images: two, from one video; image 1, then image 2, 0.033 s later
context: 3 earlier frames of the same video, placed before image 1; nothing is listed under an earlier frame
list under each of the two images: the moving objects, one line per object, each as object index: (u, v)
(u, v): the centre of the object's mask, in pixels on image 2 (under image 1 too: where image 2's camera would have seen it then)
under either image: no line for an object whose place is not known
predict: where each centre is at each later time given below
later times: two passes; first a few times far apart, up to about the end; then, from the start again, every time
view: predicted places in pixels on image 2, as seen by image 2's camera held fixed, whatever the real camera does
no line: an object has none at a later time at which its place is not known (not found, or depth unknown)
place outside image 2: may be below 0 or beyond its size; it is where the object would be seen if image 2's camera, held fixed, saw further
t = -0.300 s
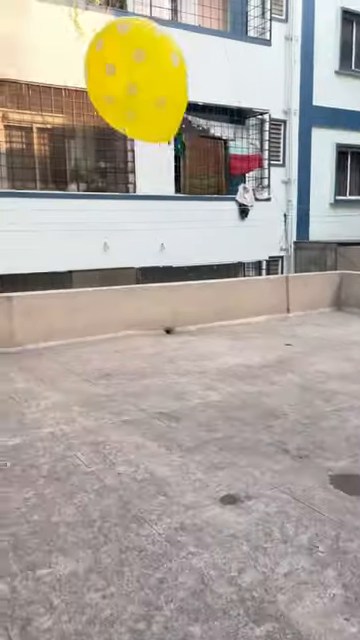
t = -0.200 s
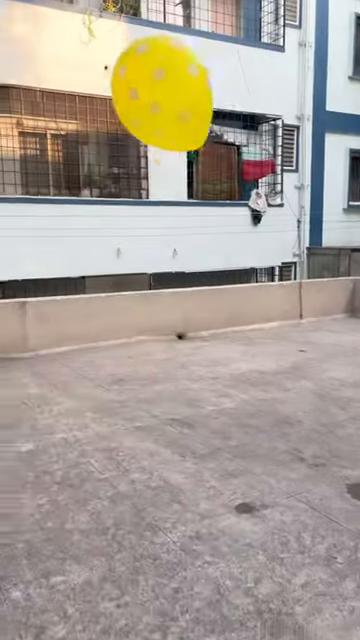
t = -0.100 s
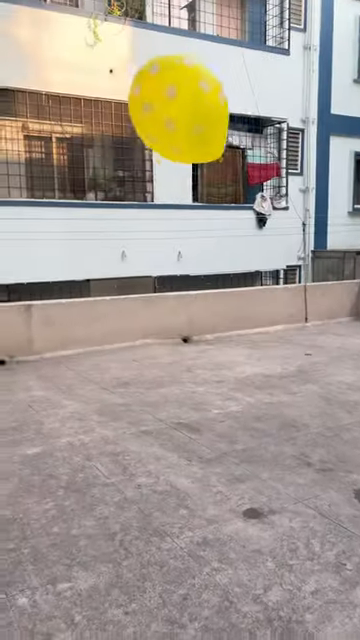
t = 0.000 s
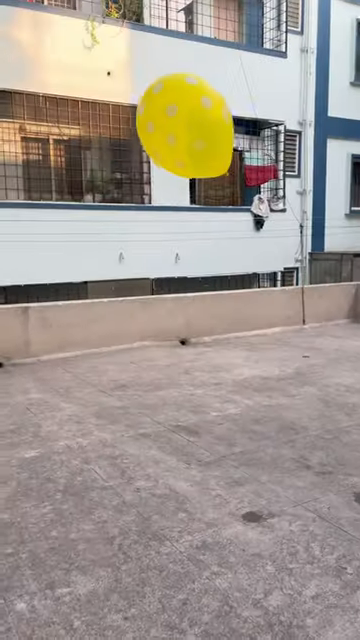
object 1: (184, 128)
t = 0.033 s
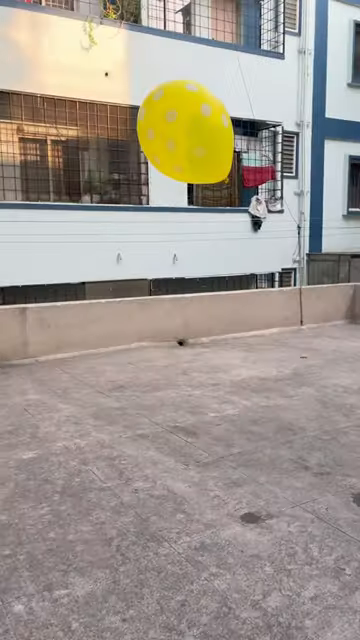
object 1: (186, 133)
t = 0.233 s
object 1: (196, 164)
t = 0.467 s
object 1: (201, 201)
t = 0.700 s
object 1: (203, 247)
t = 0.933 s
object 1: (200, 303)
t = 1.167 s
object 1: (201, 361)
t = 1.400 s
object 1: (206, 413)
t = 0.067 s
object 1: (188, 138)
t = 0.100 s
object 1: (191, 143)
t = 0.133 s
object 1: (192, 148)
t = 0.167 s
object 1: (194, 154)
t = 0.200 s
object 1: (195, 159)
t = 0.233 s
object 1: (196, 164)
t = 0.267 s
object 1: (197, 169)
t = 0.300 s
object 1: (198, 174)
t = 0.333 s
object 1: (199, 180)
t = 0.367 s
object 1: (200, 185)
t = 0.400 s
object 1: (200, 190)
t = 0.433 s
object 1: (201, 195)
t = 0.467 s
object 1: (201, 201)
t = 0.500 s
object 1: (202, 207)
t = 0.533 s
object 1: (203, 213)
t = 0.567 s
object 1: (203, 219)
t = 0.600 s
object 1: (203, 226)
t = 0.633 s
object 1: (204, 232)
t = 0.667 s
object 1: (203, 239)
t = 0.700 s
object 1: (203, 247)
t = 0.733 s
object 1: (202, 255)
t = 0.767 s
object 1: (202, 262)
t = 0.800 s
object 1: (201, 270)
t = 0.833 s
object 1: (200, 278)
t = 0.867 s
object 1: (200, 286)
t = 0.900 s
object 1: (200, 295)
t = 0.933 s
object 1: (200, 303)
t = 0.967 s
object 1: (200, 312)
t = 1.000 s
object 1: (200, 320)
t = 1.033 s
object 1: (200, 329)
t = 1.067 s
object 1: (200, 337)
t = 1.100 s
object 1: (200, 345)
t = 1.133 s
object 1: (200, 353)
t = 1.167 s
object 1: (201, 361)
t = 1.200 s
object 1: (201, 369)
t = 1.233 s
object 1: (201, 377)
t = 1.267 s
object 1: (202, 384)
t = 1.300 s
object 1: (202, 393)
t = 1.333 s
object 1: (204, 399)
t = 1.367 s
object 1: (205, 406)
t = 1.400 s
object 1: (206, 413)
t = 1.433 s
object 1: (209, 417)
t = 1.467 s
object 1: (211, 421)
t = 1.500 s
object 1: (213, 428)
